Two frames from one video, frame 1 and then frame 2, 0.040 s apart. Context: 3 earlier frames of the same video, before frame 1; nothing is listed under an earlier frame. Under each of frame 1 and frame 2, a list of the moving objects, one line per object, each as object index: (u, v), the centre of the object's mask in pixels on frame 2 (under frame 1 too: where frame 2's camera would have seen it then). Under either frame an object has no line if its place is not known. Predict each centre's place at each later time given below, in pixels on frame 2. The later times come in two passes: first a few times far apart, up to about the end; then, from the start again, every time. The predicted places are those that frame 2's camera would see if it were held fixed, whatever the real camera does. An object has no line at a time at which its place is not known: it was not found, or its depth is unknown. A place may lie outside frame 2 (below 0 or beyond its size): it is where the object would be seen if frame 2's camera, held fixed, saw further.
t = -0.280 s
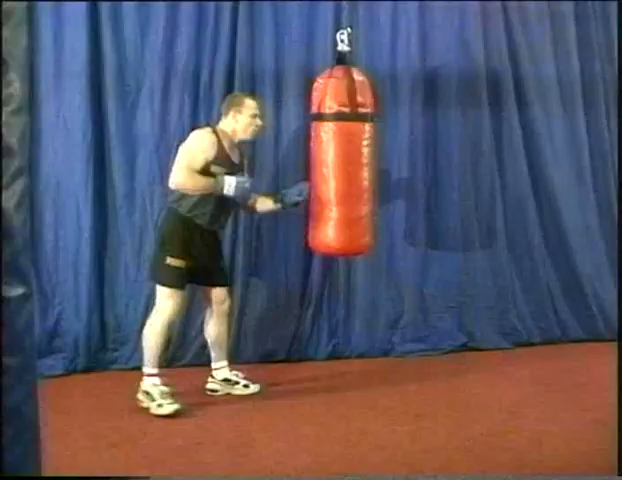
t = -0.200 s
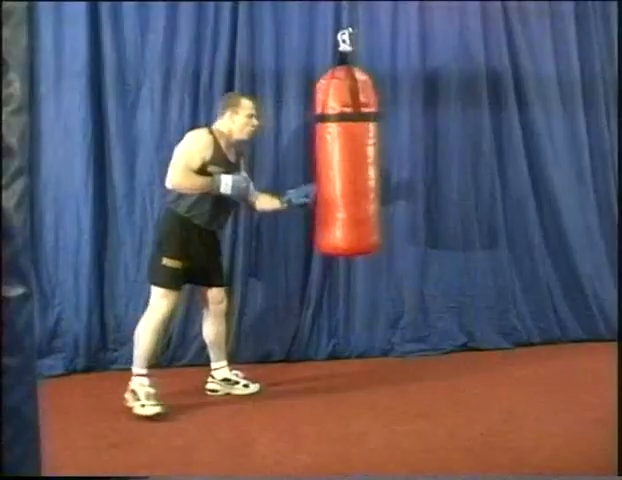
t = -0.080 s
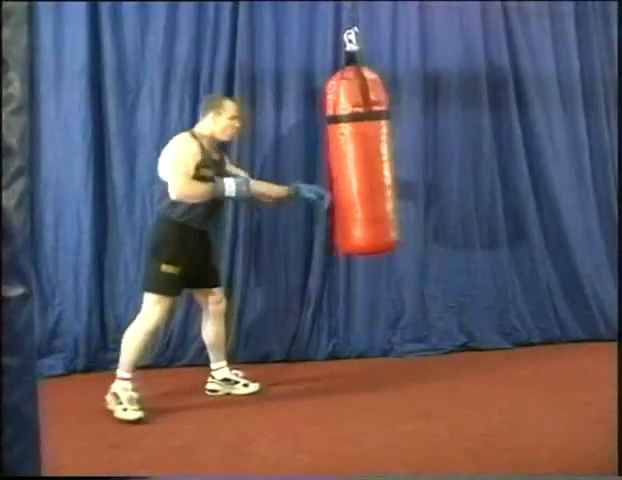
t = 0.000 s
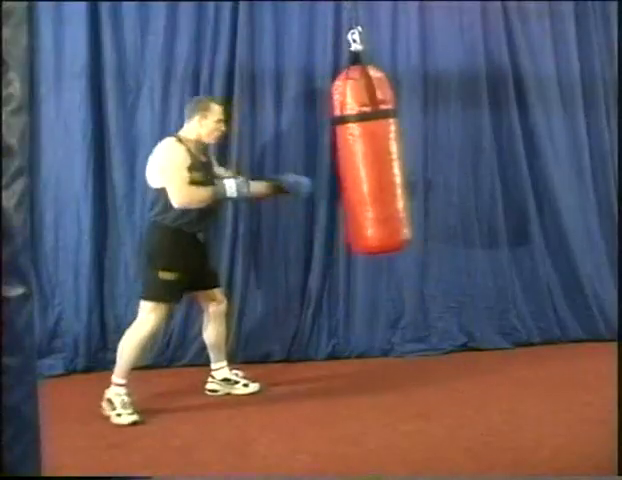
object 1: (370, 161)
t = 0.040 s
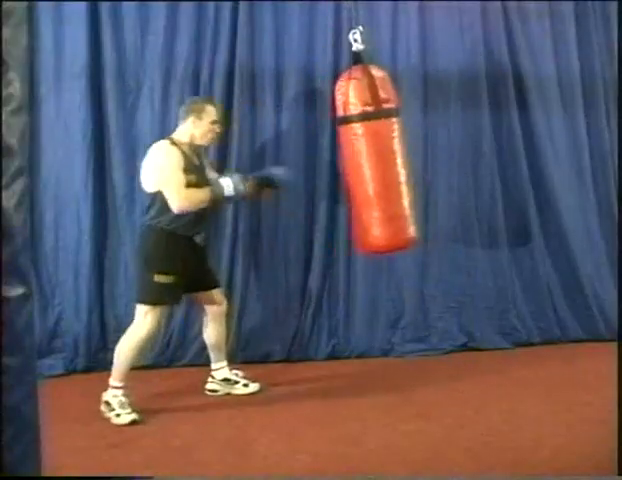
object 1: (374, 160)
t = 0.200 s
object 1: (387, 158)
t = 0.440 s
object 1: (392, 156)
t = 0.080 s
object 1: (378, 159)
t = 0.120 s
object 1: (381, 159)
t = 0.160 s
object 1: (385, 158)
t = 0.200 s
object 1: (387, 158)
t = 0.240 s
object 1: (390, 157)
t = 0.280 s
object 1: (391, 157)
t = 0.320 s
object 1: (392, 156)
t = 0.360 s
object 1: (392, 156)
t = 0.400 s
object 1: (393, 156)
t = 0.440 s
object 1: (392, 156)
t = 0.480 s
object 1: (392, 156)
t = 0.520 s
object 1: (390, 156)
